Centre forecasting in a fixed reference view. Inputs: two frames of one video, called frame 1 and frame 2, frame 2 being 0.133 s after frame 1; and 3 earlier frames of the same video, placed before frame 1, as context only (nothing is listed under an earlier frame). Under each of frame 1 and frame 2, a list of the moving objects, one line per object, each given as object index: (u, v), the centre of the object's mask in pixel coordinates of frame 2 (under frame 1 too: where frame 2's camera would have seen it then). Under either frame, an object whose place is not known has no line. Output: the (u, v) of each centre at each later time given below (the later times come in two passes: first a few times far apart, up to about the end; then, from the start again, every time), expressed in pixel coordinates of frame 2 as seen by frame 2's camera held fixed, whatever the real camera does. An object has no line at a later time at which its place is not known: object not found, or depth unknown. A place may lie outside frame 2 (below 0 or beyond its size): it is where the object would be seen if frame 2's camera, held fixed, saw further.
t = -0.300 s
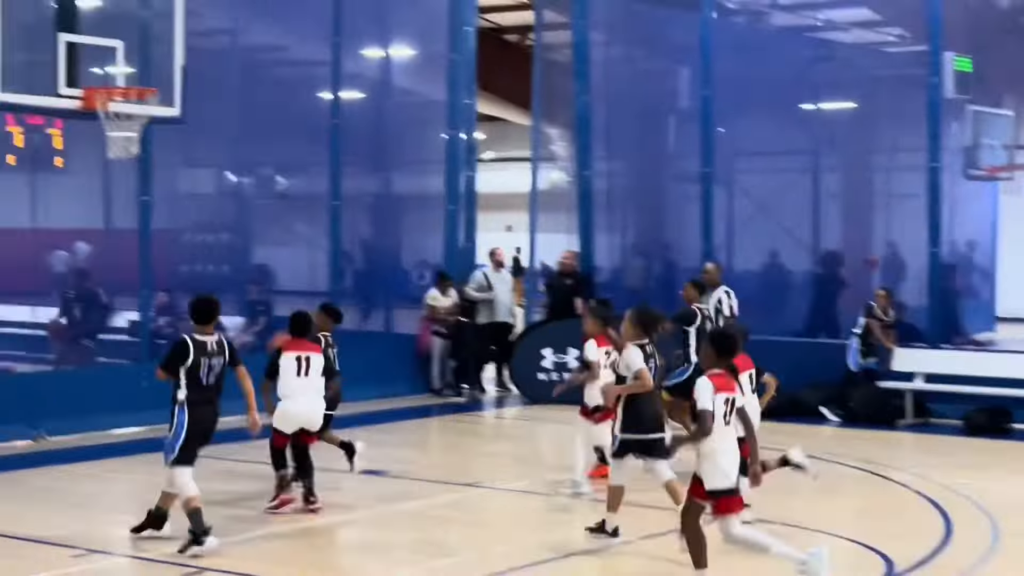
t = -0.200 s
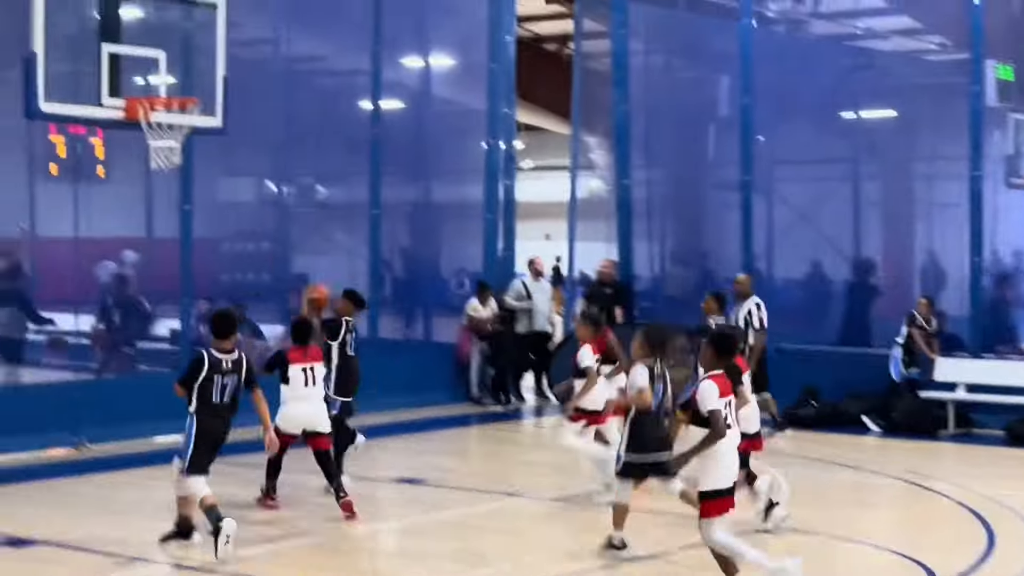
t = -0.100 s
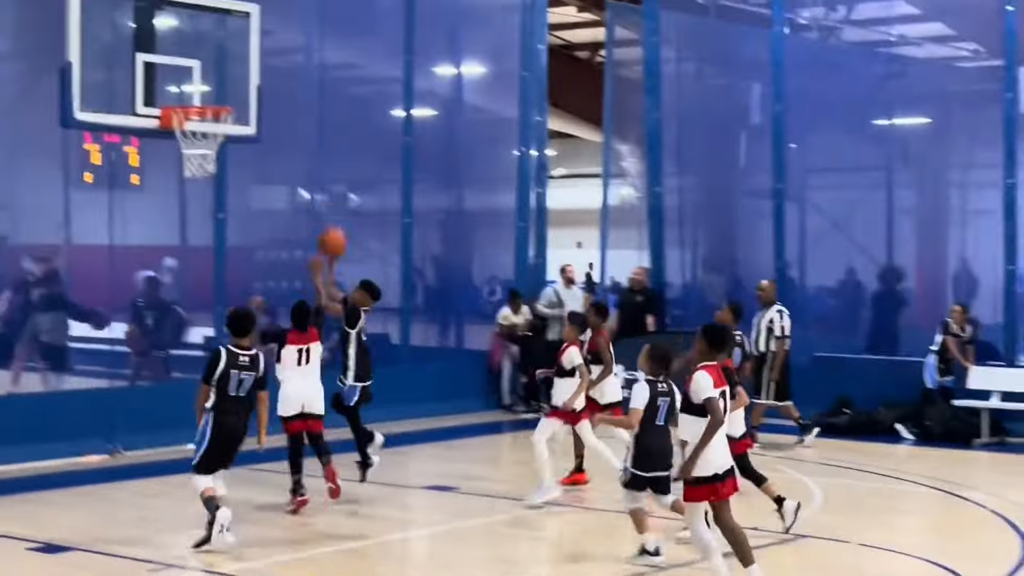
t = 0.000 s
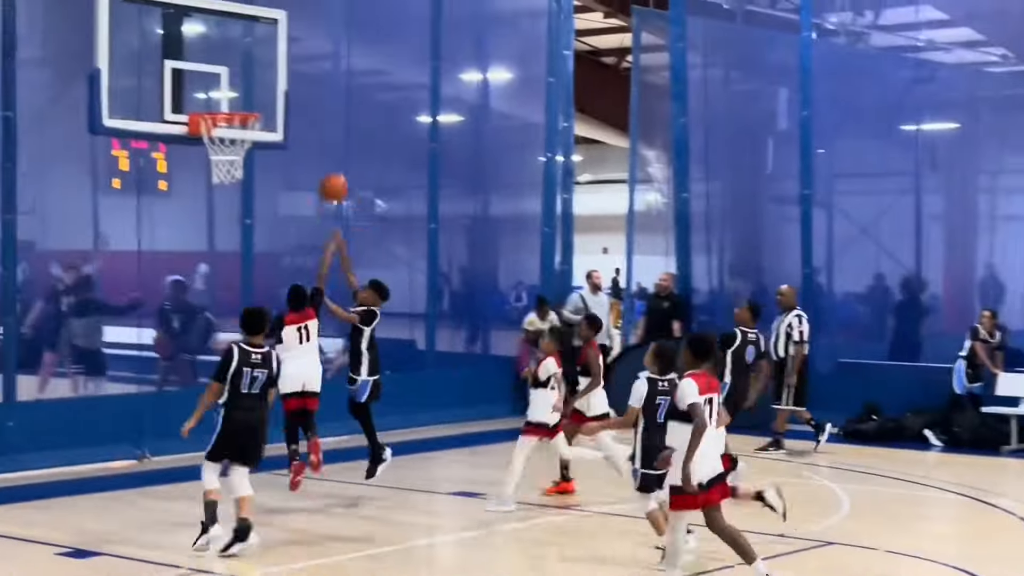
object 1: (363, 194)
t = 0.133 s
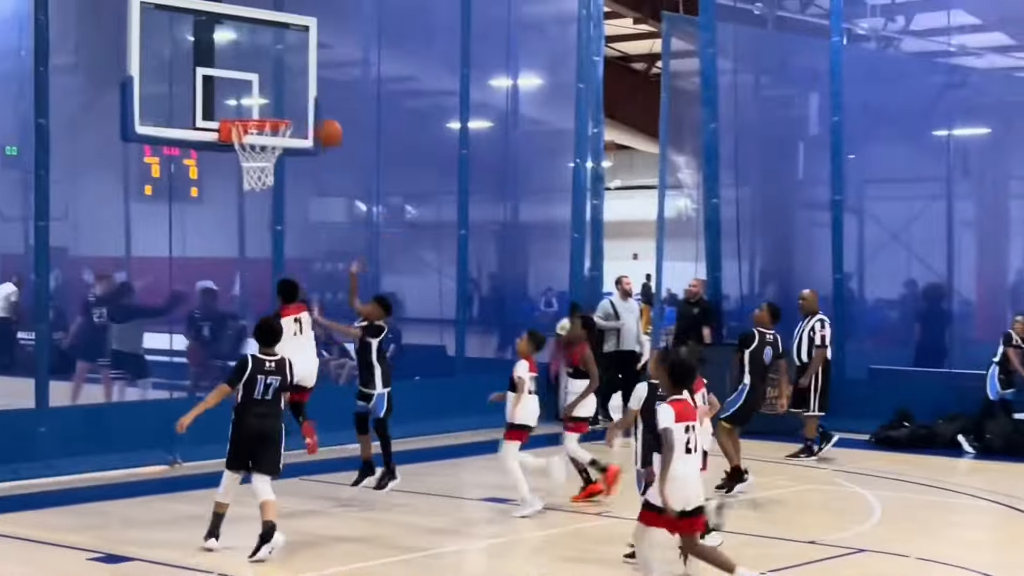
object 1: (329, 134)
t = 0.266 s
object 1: (294, 95)
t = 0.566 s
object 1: (284, 103)
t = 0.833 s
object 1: (258, 112)
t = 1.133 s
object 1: (258, 169)
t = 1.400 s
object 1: (260, 240)
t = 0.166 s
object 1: (321, 122)
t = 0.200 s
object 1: (312, 112)
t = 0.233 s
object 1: (302, 102)
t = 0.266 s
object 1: (294, 95)
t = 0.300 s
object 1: (285, 89)
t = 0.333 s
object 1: (279, 84)
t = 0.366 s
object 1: (280, 83)
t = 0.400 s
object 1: (281, 84)
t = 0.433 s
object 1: (282, 84)
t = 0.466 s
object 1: (282, 86)
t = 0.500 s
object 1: (283, 91)
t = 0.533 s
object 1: (283, 96)
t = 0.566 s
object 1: (284, 103)
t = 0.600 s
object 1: (285, 109)
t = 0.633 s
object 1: (281, 107)
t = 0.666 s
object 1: (278, 106)
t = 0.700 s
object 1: (274, 106)
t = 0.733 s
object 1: (270, 107)
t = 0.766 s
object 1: (266, 108)
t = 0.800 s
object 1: (262, 110)
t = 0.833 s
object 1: (258, 112)
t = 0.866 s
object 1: (258, 112)
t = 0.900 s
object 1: (256, 113)
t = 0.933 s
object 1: (258, 122)
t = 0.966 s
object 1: (260, 128)
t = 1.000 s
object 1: (260, 135)
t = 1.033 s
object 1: (258, 138)
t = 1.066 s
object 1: (256, 146)
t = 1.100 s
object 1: (257, 155)
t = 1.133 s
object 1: (258, 169)
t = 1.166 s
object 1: (258, 171)
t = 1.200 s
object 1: (257, 181)
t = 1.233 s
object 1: (256, 188)
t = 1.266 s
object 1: (256, 193)
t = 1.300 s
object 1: (258, 202)
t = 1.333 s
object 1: (258, 214)
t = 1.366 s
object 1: (259, 226)
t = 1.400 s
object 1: (260, 240)
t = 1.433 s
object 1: (261, 256)
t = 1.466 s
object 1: (261, 274)
